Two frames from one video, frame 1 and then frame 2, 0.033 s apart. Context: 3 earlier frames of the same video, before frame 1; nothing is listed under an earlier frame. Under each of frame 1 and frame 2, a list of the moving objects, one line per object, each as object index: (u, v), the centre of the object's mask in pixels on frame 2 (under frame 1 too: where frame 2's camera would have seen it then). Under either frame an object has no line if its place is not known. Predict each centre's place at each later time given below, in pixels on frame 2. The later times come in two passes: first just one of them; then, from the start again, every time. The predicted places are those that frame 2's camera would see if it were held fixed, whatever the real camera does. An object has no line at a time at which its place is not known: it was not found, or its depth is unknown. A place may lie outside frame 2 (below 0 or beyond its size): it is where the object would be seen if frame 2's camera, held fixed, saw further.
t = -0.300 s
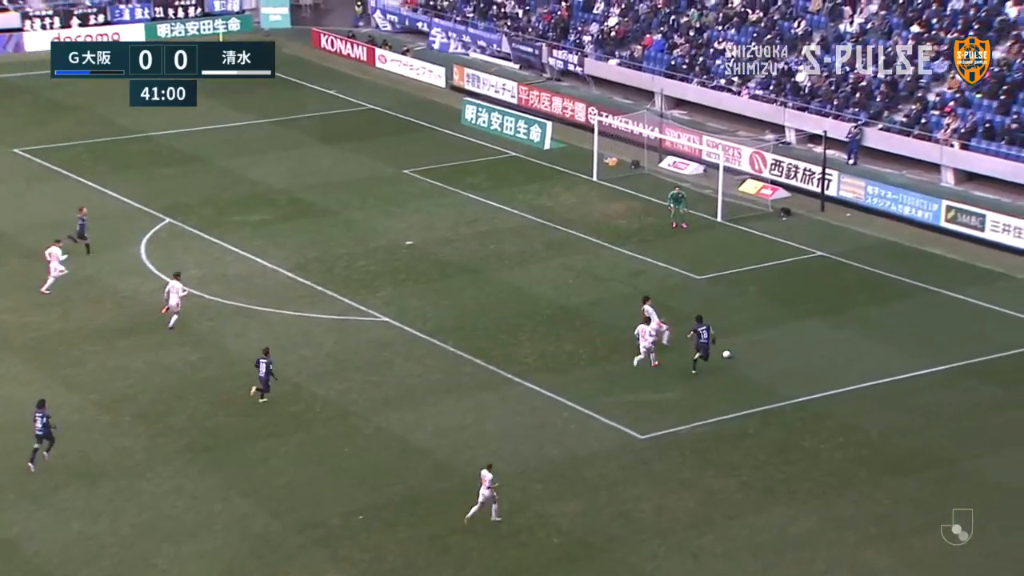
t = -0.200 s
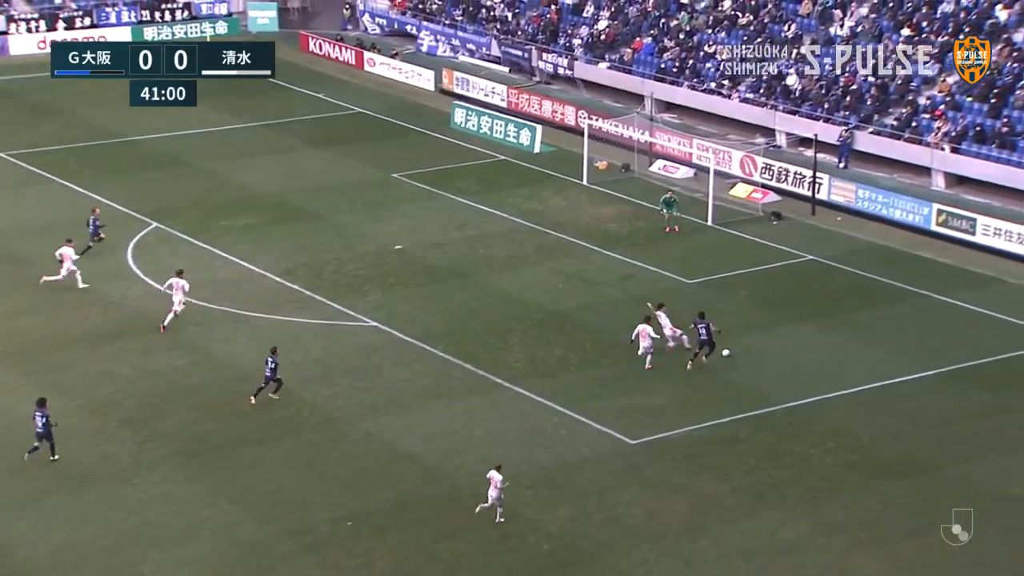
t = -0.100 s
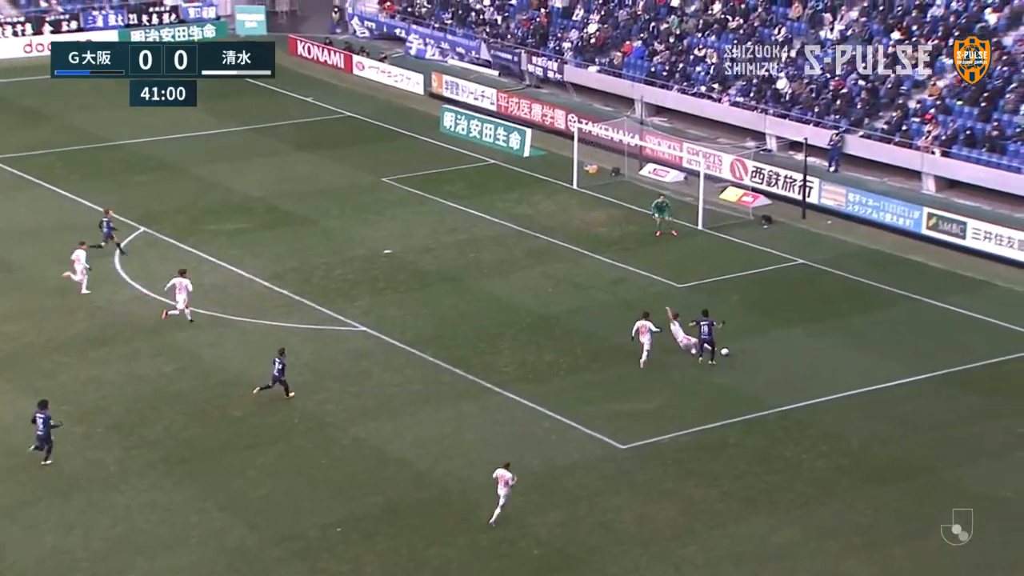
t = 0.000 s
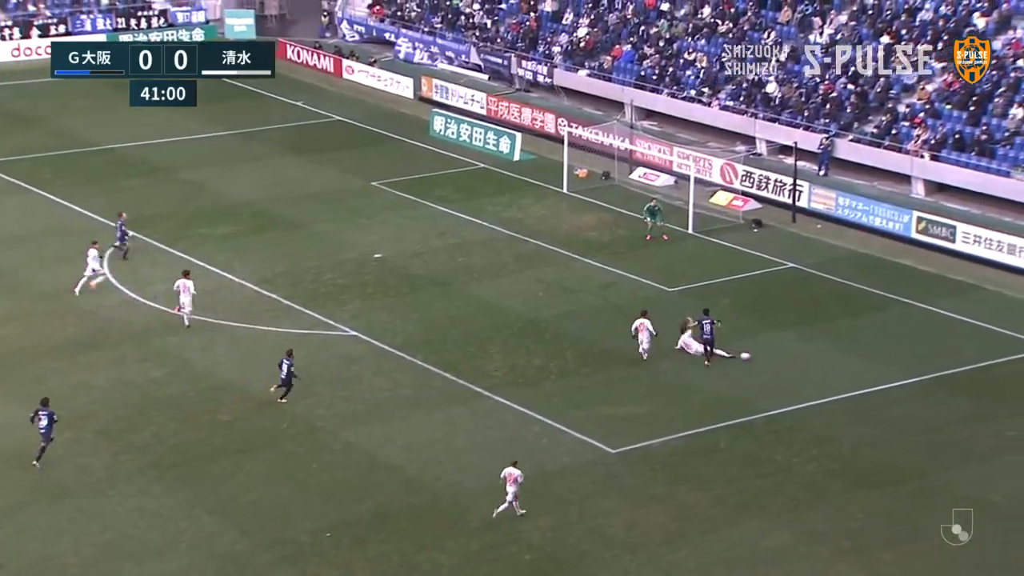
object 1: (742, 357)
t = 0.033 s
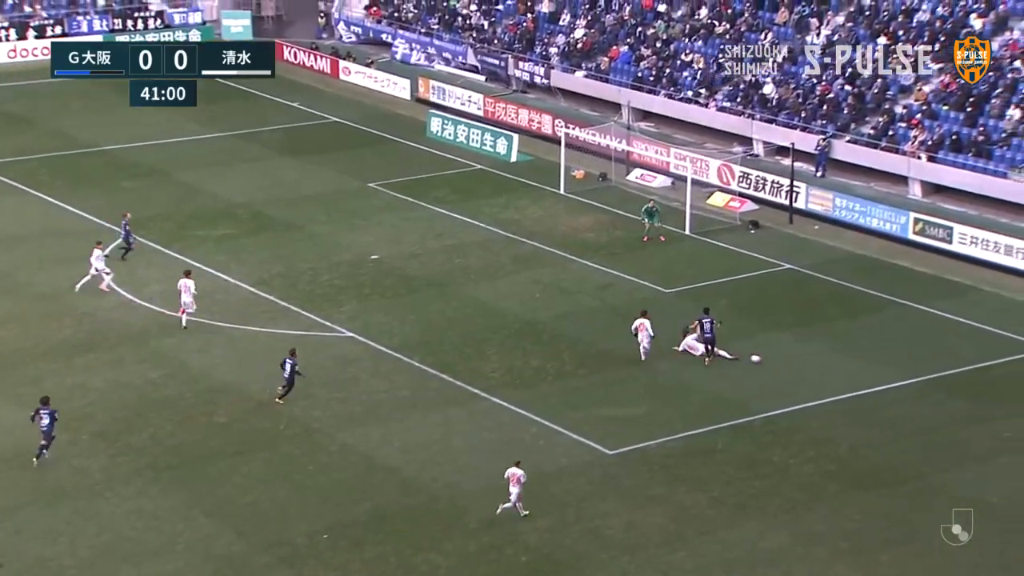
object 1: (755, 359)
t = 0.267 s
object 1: (842, 368)
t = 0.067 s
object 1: (768, 360)
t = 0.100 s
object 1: (781, 361)
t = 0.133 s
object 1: (794, 362)
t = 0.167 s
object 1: (806, 363)
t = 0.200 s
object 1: (818, 365)
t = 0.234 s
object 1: (831, 366)
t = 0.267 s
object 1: (842, 368)
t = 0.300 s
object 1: (854, 369)
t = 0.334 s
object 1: (865, 370)
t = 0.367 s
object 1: (877, 371)
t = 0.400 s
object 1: (888, 372)
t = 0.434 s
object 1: (898, 373)
